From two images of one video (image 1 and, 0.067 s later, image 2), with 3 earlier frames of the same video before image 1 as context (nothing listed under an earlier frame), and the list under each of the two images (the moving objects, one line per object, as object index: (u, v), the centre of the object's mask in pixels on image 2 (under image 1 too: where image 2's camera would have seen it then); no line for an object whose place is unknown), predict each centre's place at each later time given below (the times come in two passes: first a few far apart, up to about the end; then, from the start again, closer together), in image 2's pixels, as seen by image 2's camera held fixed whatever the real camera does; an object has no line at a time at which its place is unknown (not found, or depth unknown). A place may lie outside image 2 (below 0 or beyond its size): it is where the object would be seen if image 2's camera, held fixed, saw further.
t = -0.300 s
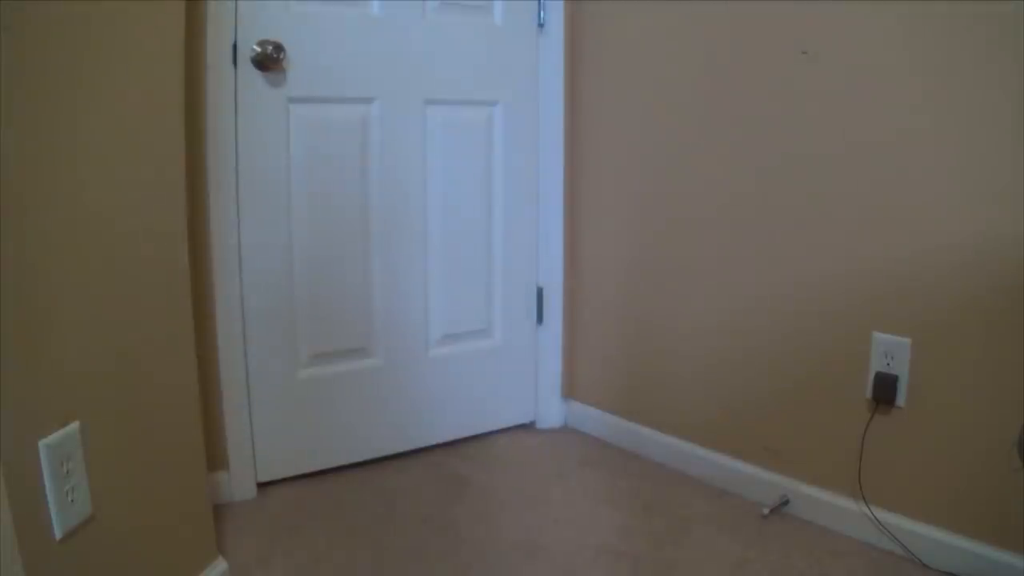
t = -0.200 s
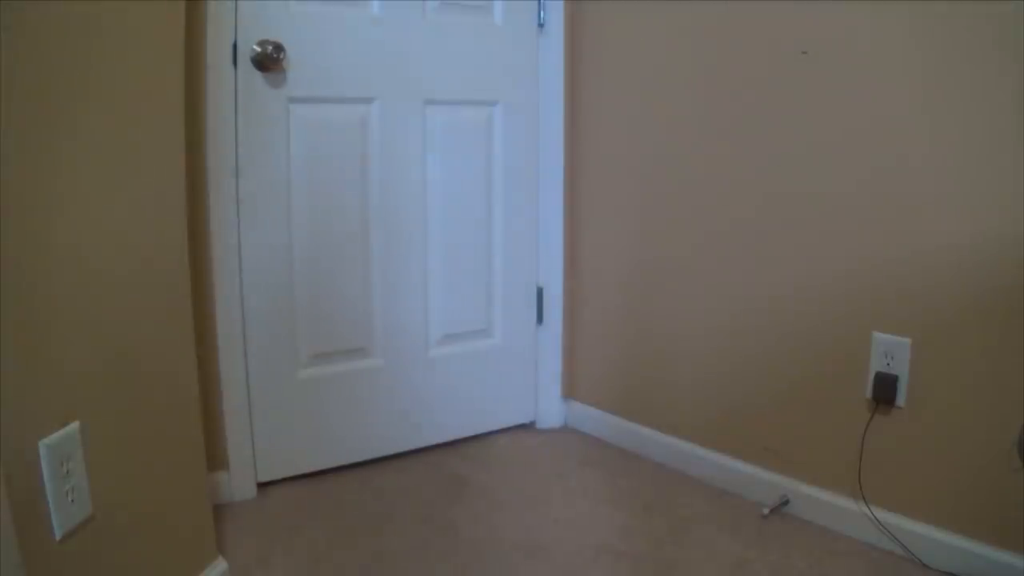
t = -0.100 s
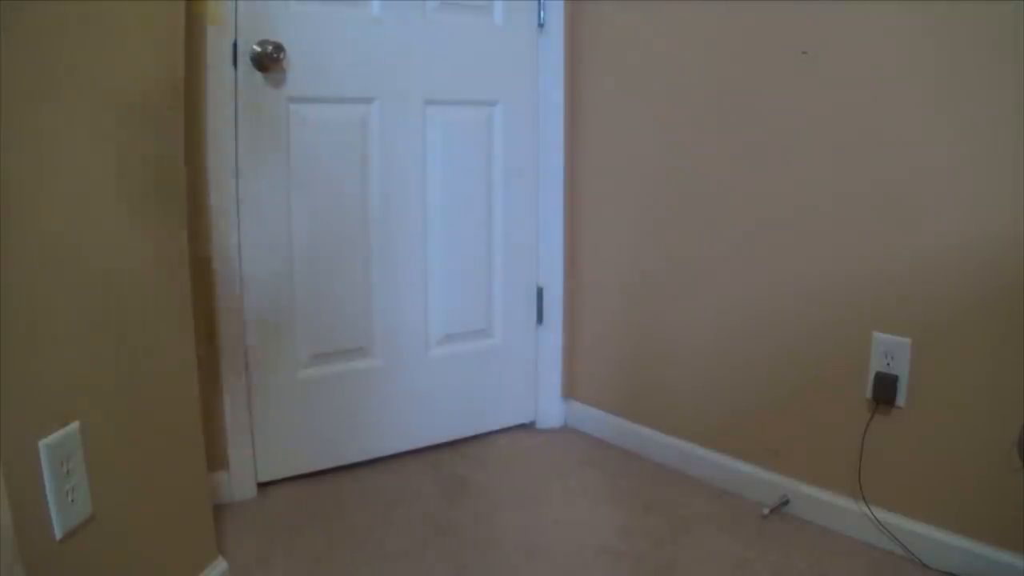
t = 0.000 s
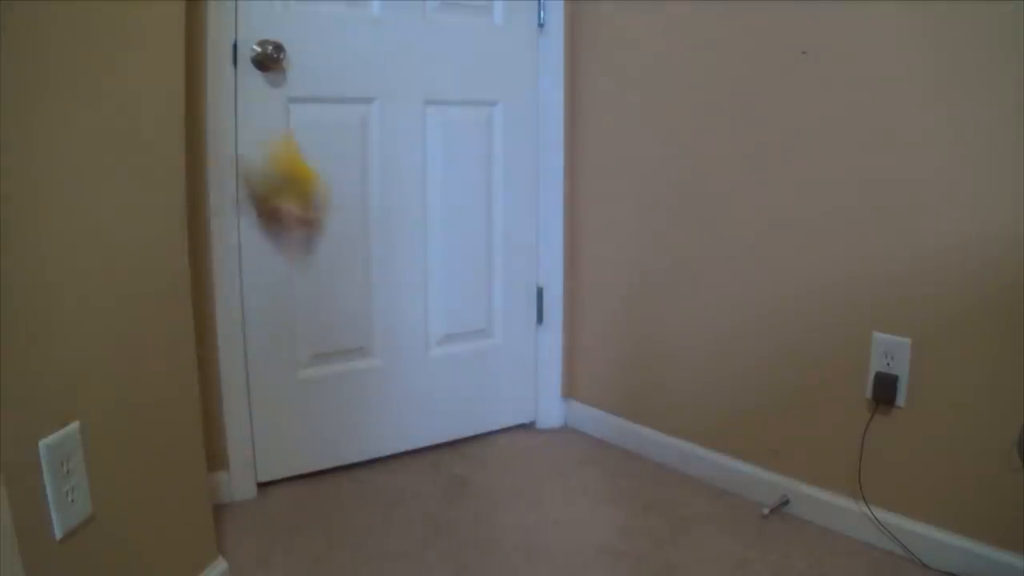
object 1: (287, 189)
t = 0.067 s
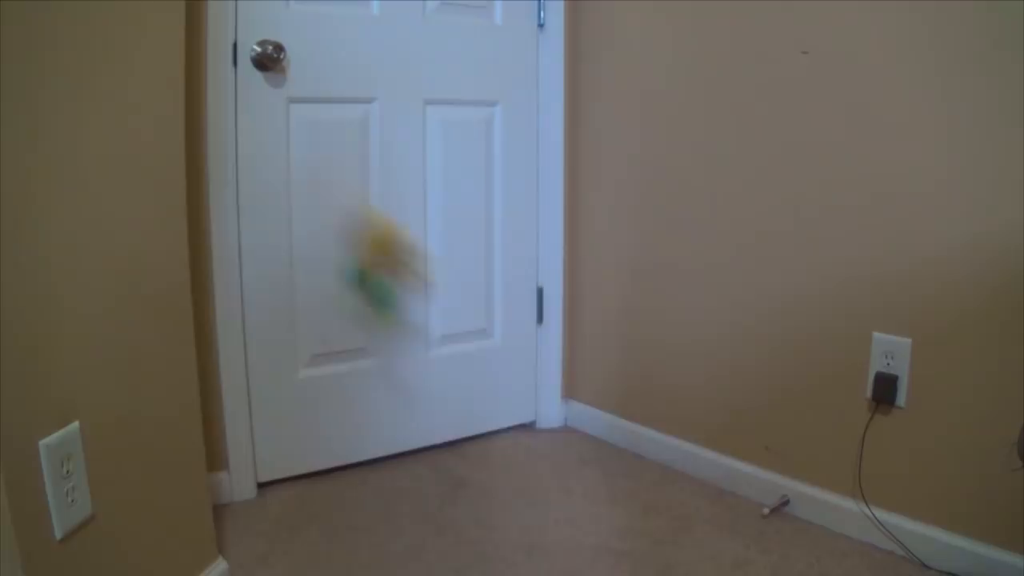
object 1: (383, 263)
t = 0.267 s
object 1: (614, 447)
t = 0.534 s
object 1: (685, 464)
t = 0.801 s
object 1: (691, 475)
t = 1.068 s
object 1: (687, 474)
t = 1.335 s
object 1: (687, 474)
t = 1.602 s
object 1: (688, 474)
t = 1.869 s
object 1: (688, 474)
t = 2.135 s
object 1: (688, 474)
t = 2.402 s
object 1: (688, 474)
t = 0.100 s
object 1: (422, 305)
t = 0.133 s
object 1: (472, 350)
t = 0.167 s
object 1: (514, 389)
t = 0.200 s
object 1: (562, 447)
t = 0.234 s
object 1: (582, 459)
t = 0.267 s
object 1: (614, 447)
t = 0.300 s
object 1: (638, 437)
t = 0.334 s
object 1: (662, 425)
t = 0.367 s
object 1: (673, 423)
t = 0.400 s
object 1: (679, 422)
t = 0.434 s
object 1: (682, 426)
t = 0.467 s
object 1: (685, 431)
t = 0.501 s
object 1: (683, 446)
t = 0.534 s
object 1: (685, 464)
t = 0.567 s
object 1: (686, 474)
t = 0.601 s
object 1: (688, 476)
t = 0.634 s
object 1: (690, 475)
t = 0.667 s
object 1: (690, 474)
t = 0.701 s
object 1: (691, 474)
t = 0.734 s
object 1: (692, 474)
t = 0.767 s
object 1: (692, 475)
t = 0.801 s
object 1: (691, 475)
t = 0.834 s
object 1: (688, 474)
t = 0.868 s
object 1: (687, 473)
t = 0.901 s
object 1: (687, 474)
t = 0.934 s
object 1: (687, 474)
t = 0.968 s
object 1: (687, 474)
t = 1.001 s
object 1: (687, 474)
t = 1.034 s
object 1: (687, 474)
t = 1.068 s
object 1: (687, 474)
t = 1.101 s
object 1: (687, 474)
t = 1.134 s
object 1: (687, 474)
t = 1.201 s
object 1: (687, 474)
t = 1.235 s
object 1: (687, 474)
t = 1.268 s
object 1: (687, 474)
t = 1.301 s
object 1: (687, 474)
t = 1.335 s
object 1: (687, 474)
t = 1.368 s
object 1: (687, 474)
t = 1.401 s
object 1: (687, 474)
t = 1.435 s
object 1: (688, 474)
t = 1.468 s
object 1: (687, 474)
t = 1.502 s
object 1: (688, 474)
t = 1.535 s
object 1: (687, 474)
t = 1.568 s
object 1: (688, 474)
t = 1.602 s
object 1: (688, 474)
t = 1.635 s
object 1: (687, 474)
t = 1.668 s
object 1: (687, 474)
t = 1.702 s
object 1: (688, 474)
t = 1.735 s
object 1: (688, 474)
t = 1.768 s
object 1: (687, 474)
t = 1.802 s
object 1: (688, 474)
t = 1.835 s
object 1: (688, 474)
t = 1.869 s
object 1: (688, 474)
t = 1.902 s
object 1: (688, 474)
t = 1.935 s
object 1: (687, 474)
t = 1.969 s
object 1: (688, 474)
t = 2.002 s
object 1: (688, 474)
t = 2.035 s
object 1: (688, 474)
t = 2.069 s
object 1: (687, 474)
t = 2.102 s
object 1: (688, 474)
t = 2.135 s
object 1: (688, 474)
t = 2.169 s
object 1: (688, 474)
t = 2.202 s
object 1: (688, 474)
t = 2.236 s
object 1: (688, 474)
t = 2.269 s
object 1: (688, 474)
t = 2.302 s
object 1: (688, 474)
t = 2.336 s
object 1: (688, 474)
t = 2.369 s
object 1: (688, 474)
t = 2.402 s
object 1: (688, 474)
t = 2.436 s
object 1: (688, 474)
